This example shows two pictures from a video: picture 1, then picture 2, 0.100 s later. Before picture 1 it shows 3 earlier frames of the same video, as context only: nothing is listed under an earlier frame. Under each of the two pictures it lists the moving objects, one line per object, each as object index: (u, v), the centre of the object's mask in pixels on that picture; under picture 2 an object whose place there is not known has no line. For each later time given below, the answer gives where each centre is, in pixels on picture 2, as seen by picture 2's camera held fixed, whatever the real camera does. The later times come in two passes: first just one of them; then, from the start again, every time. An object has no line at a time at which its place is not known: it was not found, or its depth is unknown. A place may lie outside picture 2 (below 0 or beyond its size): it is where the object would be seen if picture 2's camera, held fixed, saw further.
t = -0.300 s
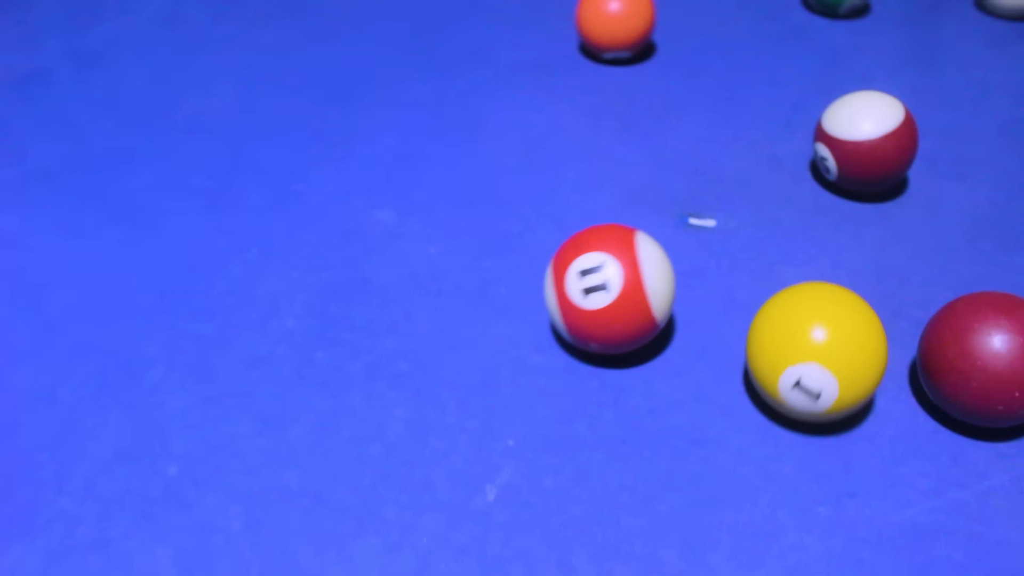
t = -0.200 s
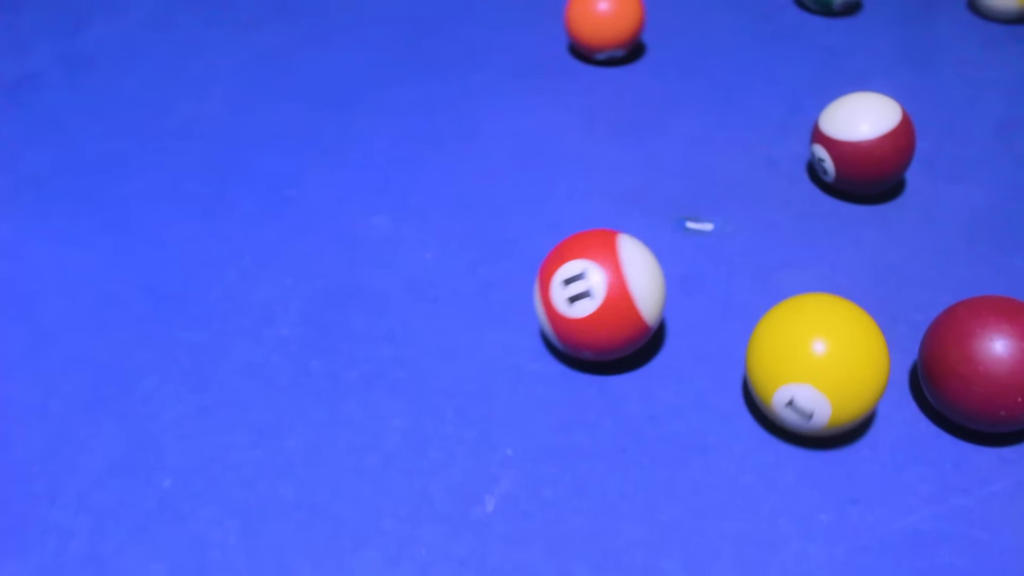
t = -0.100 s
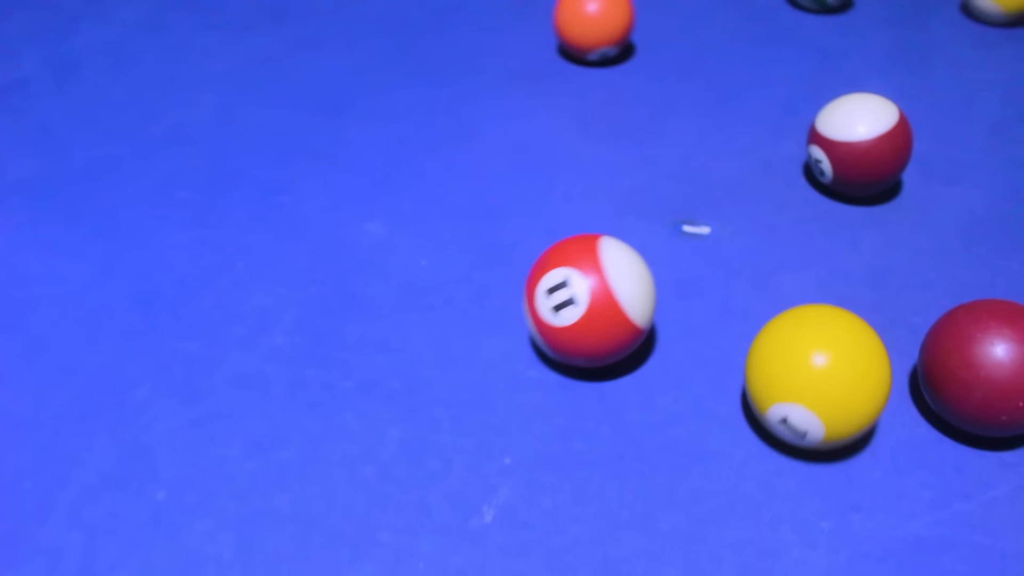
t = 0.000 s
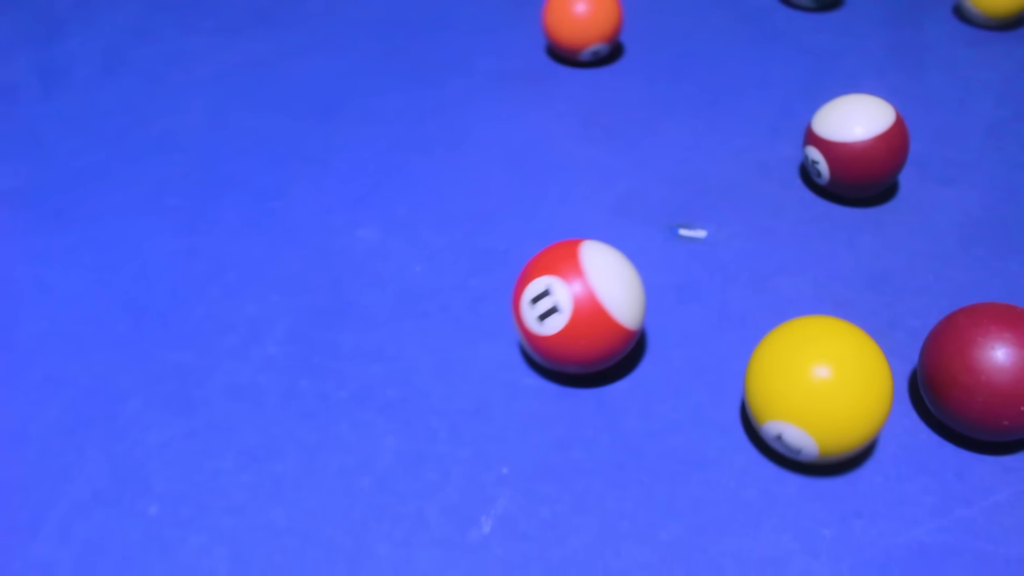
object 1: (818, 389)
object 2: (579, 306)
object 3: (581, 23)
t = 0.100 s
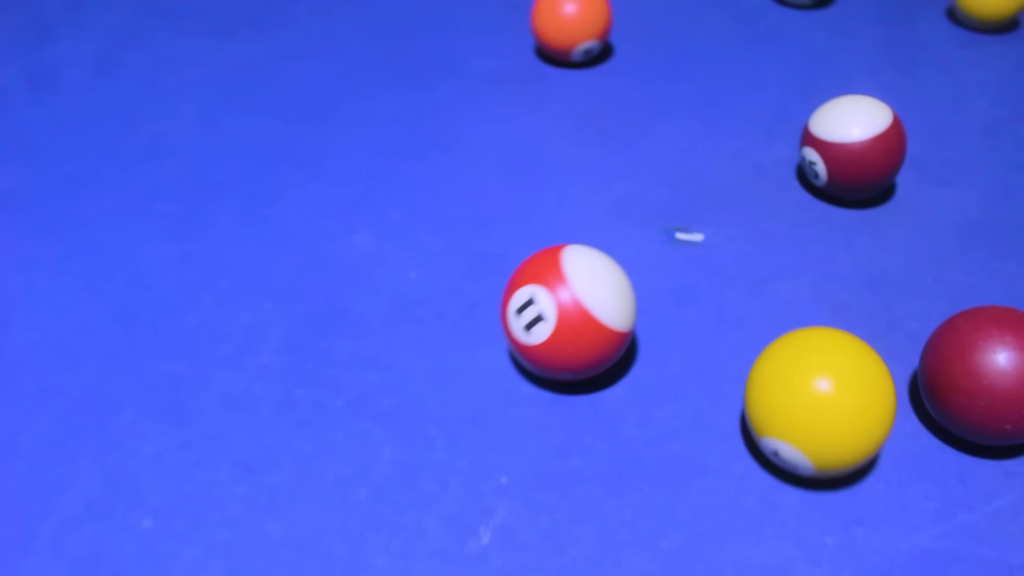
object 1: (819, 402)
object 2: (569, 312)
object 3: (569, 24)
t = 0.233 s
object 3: (563, 22)
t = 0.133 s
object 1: (820, 404)
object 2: (566, 312)
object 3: (568, 24)
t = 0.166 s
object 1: (820, 406)
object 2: (564, 311)
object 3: (566, 23)
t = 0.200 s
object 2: (561, 311)
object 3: (564, 22)
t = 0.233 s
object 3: (563, 22)
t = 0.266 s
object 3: (564, 25)
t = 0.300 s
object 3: (563, 24)
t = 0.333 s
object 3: (561, 23)
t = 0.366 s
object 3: (560, 22)
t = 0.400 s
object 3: (559, 22)
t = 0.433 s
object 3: (558, 21)
